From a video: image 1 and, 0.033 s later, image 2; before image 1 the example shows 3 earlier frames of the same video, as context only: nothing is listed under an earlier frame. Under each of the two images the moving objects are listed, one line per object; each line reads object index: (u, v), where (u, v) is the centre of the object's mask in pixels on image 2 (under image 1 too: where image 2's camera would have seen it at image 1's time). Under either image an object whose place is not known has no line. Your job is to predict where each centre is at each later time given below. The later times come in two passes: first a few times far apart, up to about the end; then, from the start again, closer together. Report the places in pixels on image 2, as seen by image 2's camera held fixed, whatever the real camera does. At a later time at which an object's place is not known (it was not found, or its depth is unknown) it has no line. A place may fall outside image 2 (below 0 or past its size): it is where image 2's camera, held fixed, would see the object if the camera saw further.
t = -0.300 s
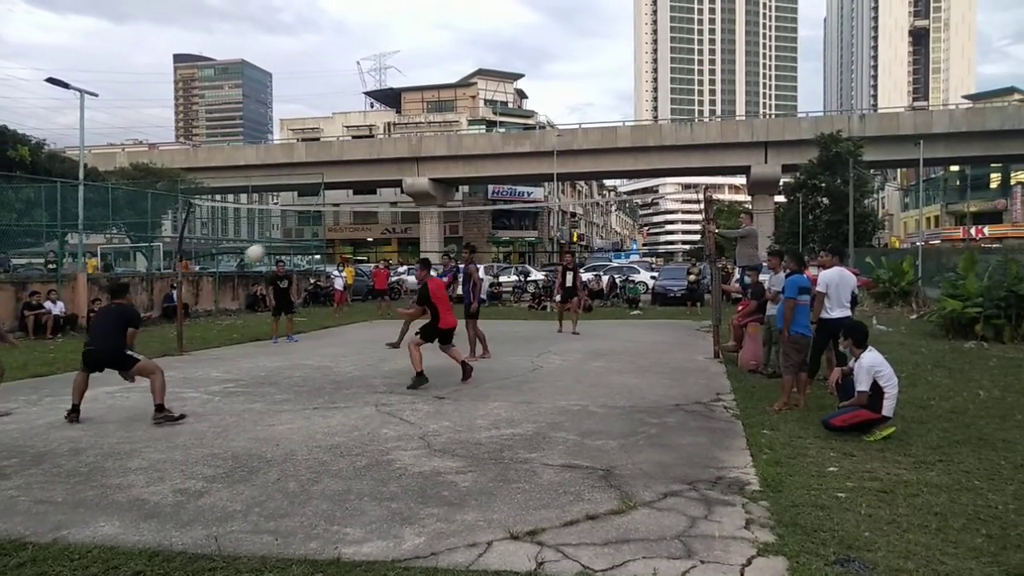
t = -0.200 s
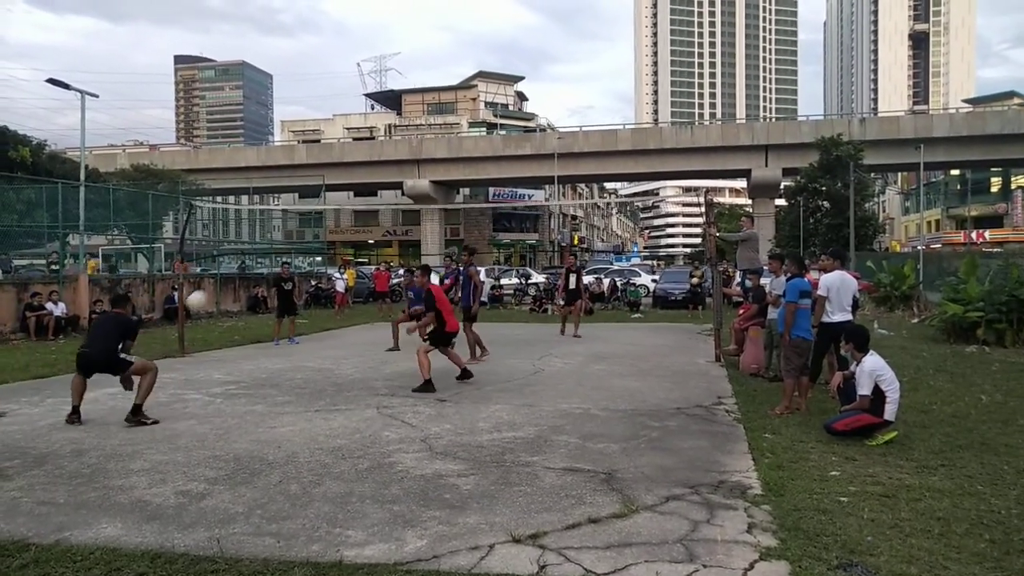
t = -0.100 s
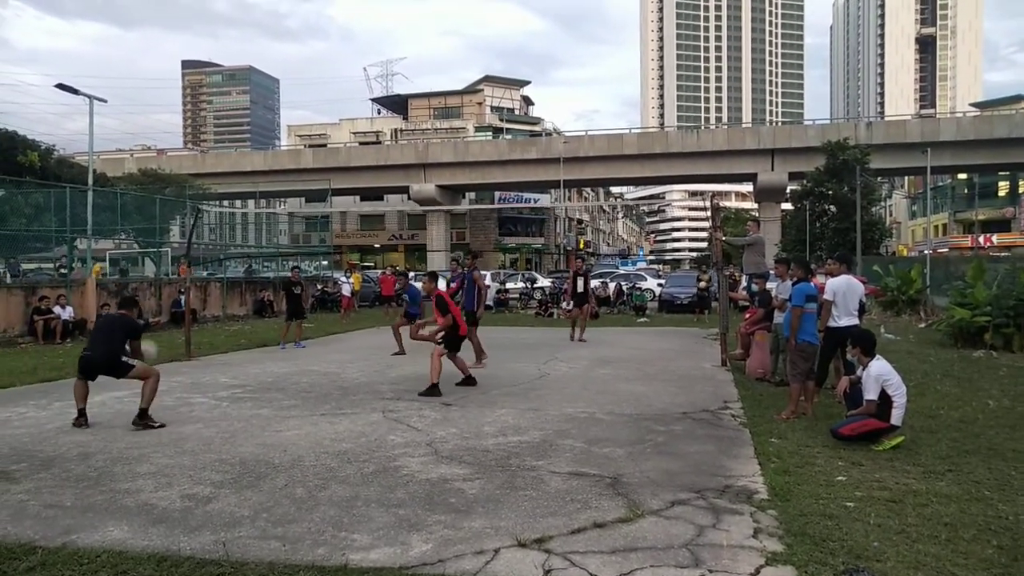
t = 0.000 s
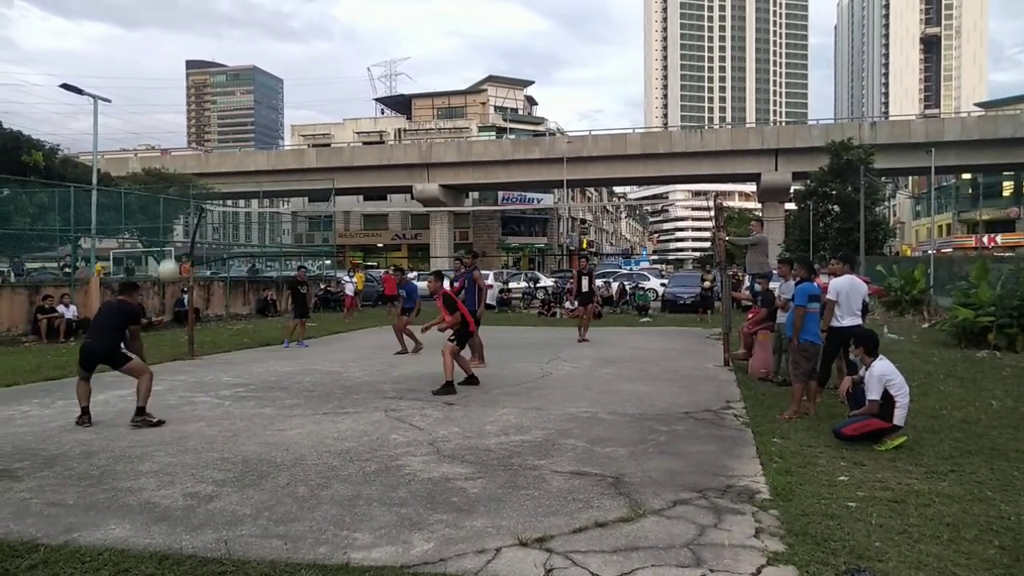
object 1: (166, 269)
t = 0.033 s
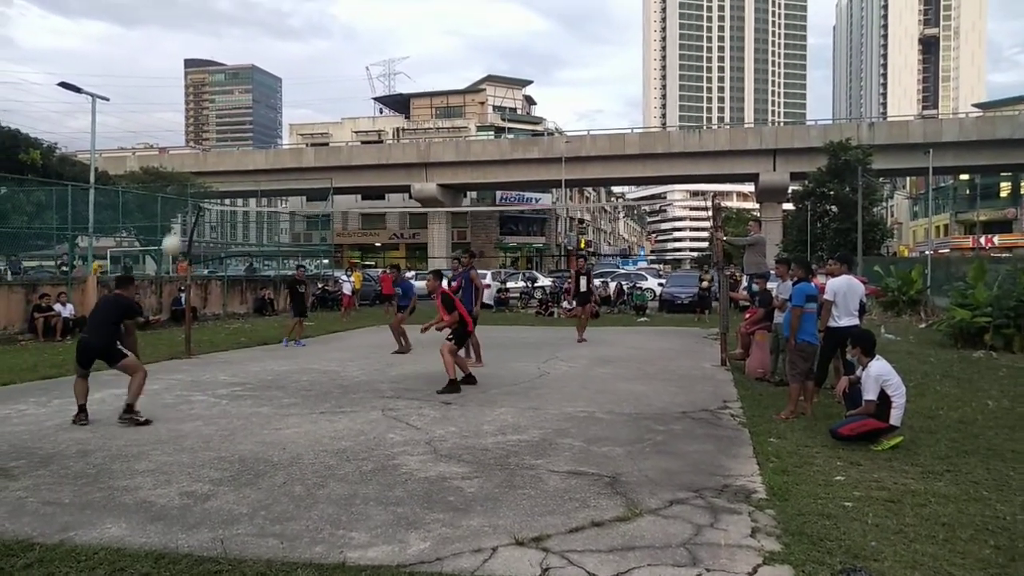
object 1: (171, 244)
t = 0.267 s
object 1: (213, 118)
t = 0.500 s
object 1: (249, 53)
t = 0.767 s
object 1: (286, 39)
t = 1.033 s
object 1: (315, 76)
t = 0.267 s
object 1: (213, 118)
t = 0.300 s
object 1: (217, 106)
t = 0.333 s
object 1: (223, 94)
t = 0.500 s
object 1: (249, 53)
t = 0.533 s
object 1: (253, 48)
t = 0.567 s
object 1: (258, 44)
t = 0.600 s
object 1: (262, 41)
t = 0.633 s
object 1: (267, 38)
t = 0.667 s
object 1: (271, 38)
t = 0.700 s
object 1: (276, 37)
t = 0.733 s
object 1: (281, 38)
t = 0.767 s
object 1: (286, 39)
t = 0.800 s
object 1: (289, 41)
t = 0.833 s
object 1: (292, 43)
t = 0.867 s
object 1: (295, 47)
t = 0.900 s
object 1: (300, 51)
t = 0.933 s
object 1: (304, 57)
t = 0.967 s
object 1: (308, 62)
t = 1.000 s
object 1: (312, 69)
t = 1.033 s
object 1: (315, 76)
